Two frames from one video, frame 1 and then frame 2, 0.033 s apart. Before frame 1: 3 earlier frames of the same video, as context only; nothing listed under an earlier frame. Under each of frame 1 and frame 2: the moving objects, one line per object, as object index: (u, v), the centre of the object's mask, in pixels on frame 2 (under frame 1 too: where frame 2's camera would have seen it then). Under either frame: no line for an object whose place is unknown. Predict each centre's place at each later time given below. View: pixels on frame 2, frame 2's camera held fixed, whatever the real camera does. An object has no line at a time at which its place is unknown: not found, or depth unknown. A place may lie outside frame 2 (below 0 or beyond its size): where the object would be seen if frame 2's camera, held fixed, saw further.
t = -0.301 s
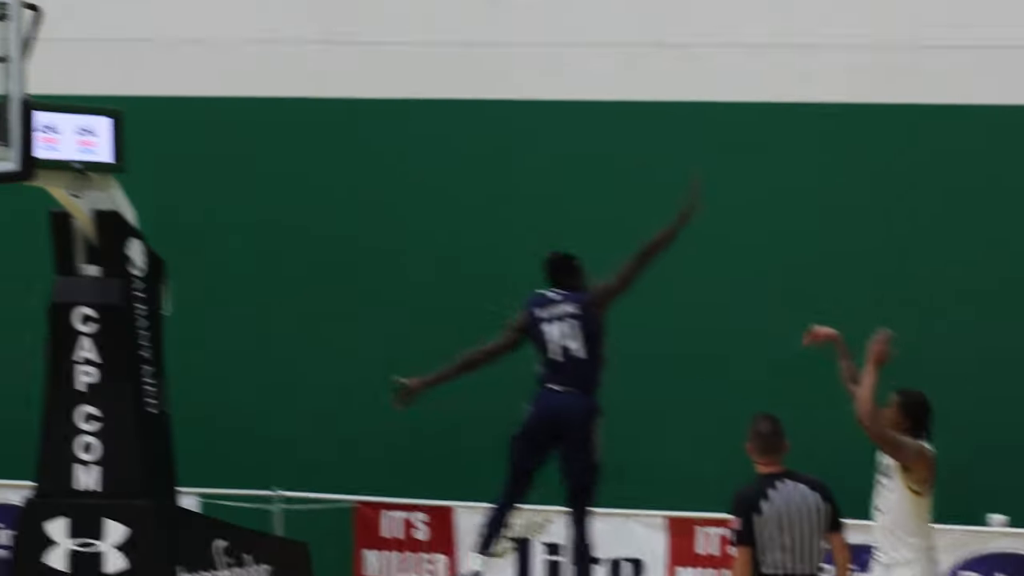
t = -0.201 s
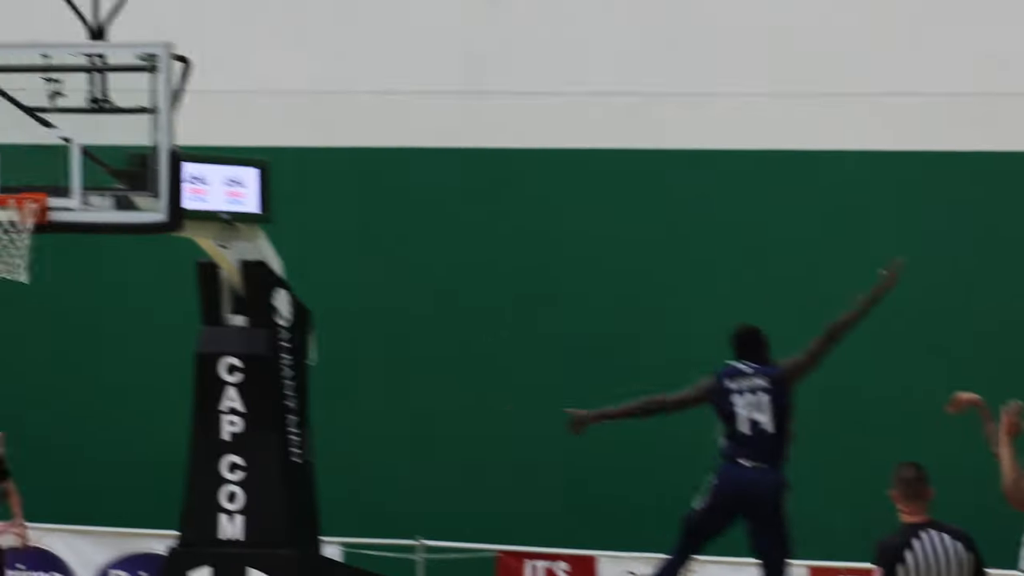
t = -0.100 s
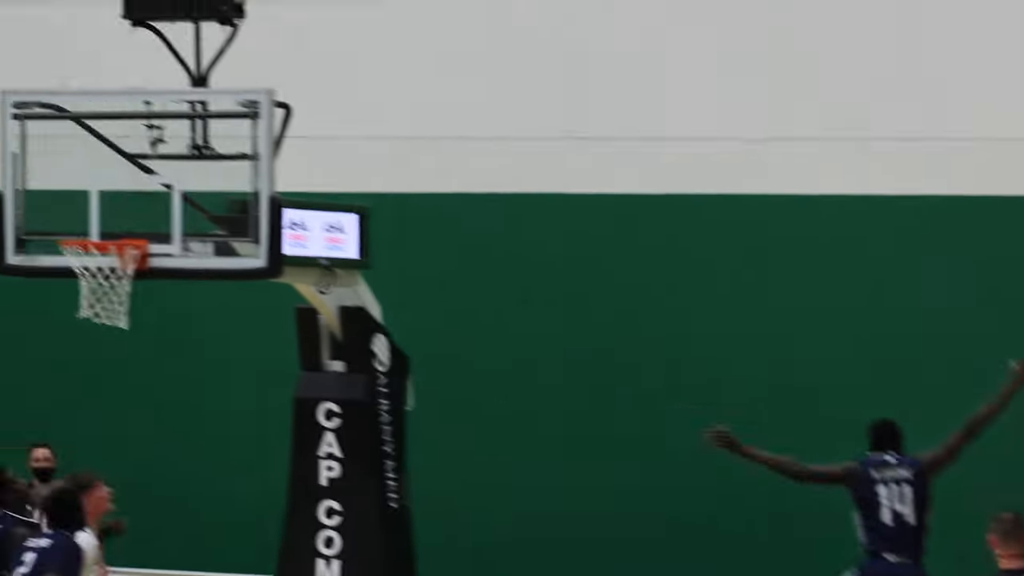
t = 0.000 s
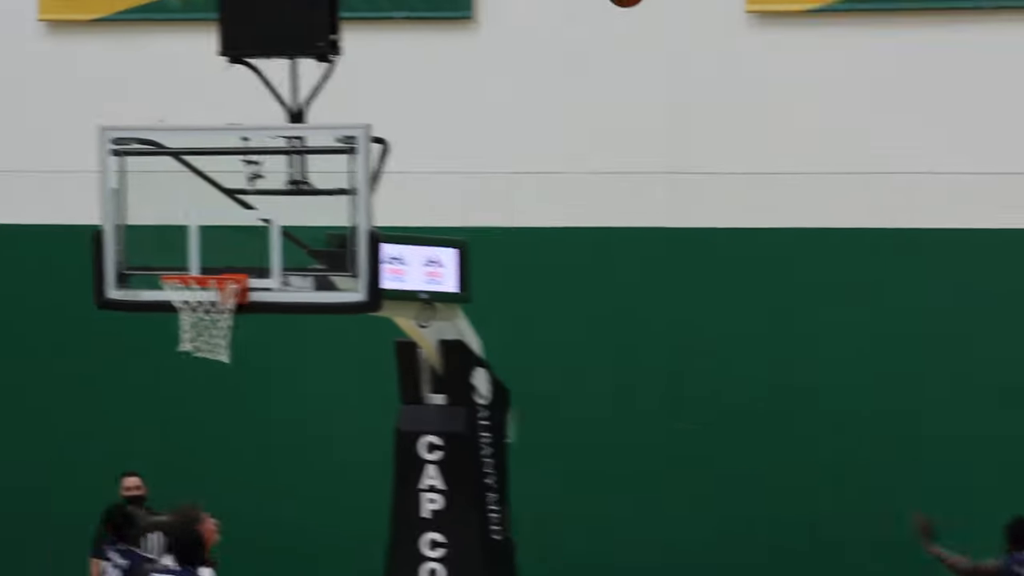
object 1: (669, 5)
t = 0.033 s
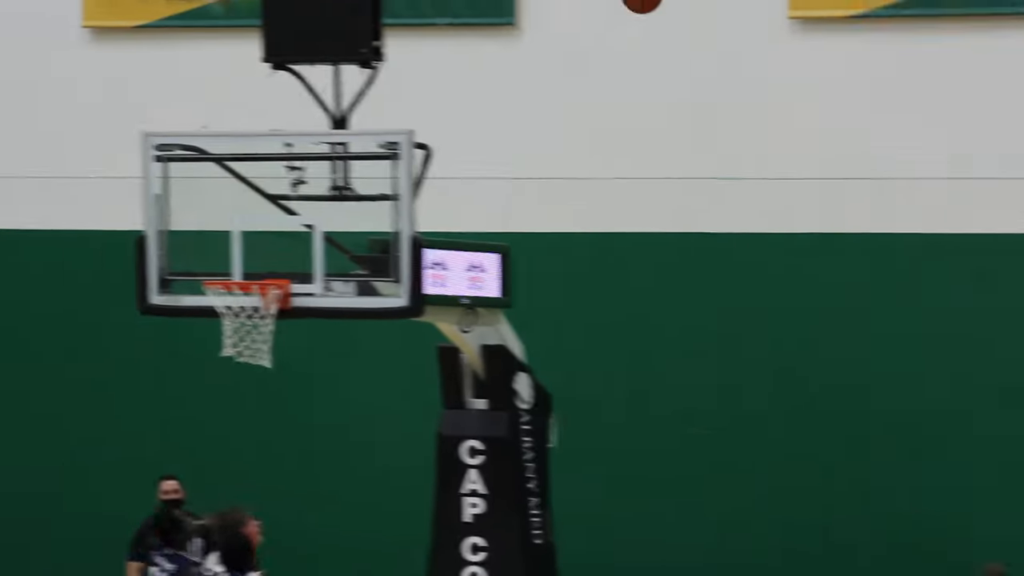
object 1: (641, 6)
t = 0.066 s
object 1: (615, 7)
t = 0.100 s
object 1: (588, 9)
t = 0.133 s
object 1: (560, 12)
